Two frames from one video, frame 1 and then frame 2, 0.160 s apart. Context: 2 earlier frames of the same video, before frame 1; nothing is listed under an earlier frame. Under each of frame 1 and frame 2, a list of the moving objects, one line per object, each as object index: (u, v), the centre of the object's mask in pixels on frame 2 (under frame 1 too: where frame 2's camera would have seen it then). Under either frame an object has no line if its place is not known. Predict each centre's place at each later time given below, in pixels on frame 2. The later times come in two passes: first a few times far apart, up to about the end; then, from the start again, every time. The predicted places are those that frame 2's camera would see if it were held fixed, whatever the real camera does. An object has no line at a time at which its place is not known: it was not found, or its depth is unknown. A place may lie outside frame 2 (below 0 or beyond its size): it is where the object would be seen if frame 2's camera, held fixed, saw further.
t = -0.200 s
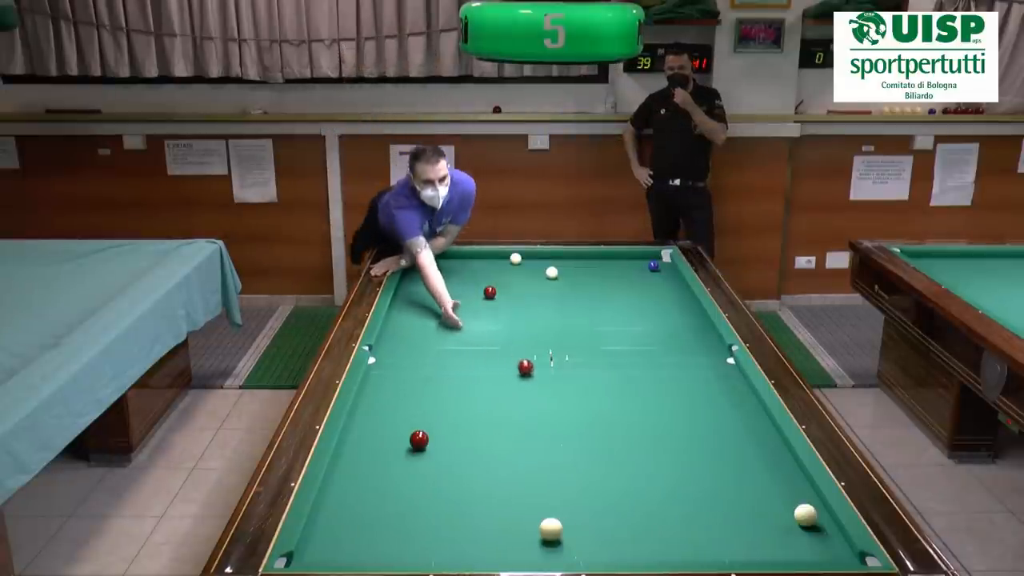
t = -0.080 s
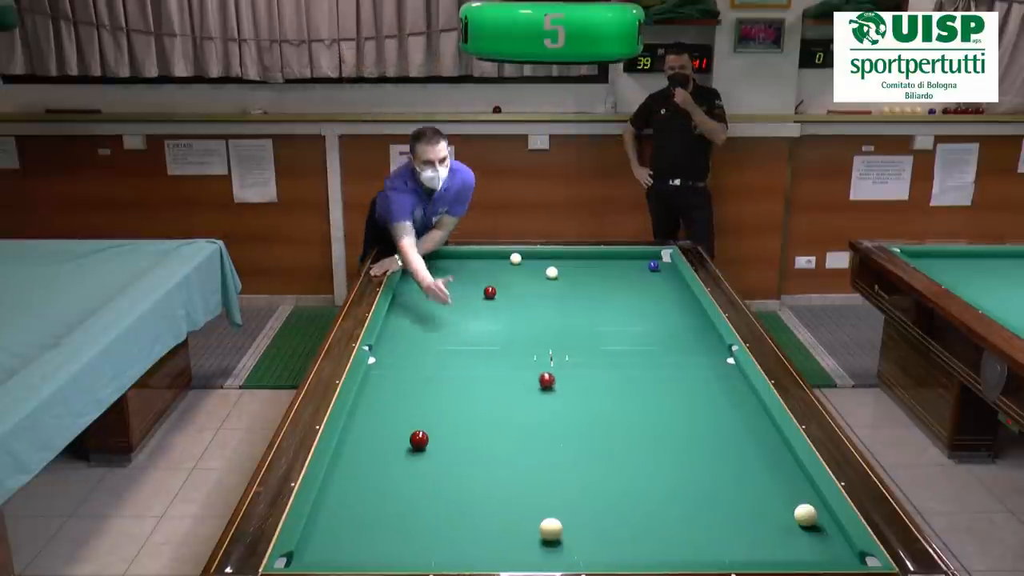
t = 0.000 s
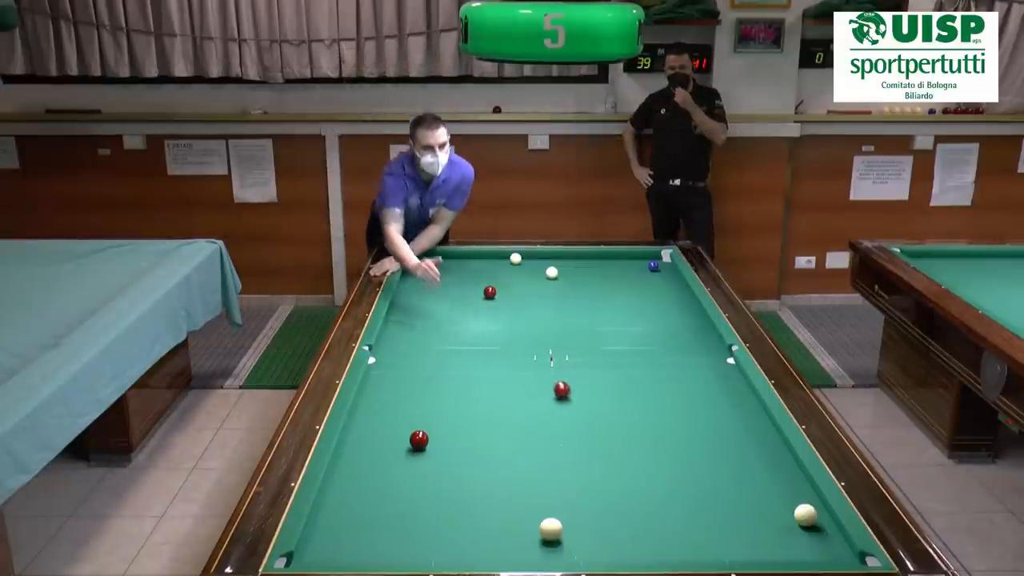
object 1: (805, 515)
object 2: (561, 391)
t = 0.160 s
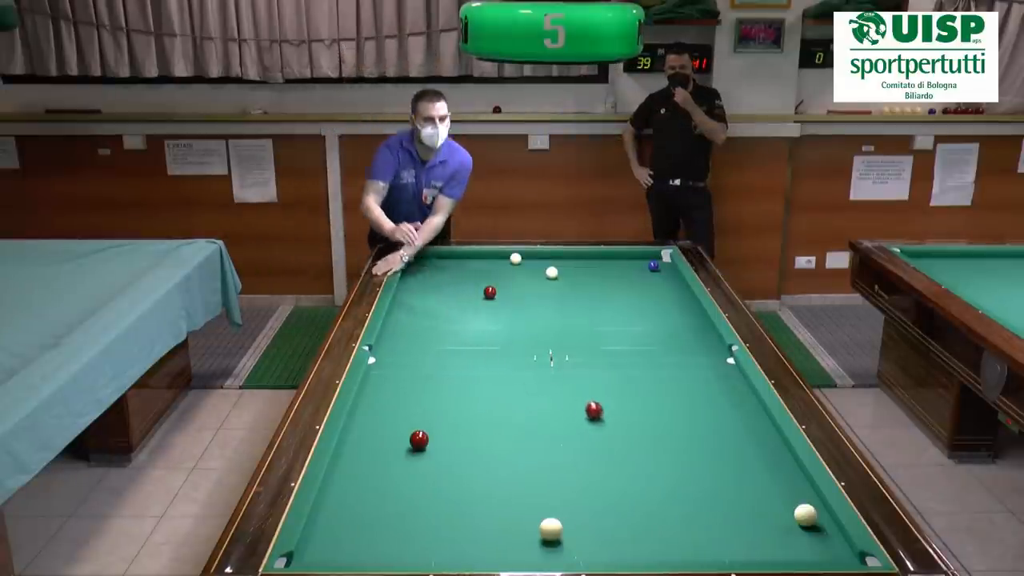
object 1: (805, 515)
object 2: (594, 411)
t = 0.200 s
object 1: (805, 515)
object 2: (602, 416)
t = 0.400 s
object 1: (805, 515)
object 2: (648, 445)
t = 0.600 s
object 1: (805, 515)
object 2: (699, 477)
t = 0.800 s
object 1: (805, 514)
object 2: (757, 514)
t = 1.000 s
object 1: (805, 515)
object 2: (823, 552)
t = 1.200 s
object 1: (805, 515)
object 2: (828, 536)
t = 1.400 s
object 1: (795, 504)
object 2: (812, 526)
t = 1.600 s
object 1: (783, 491)
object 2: (803, 521)
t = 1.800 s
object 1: (771, 478)
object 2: (793, 517)
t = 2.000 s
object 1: (760, 467)
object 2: (784, 512)
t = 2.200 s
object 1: (751, 457)
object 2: (776, 509)
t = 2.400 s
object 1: (741, 447)
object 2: (768, 505)
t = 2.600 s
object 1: (732, 438)
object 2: (761, 502)
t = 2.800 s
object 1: (724, 429)
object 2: (754, 499)
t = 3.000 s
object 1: (716, 421)
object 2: (748, 497)
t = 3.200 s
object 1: (709, 413)
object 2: (743, 494)
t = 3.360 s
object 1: (703, 408)
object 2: (739, 493)
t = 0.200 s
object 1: (805, 515)
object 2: (602, 416)
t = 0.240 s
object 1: (805, 515)
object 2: (611, 421)
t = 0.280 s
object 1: (805, 515)
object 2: (620, 427)
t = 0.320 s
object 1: (805, 515)
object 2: (629, 433)
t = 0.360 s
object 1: (805, 515)
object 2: (638, 439)
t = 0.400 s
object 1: (805, 515)
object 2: (648, 445)
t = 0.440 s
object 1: (805, 515)
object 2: (658, 451)
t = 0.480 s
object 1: (805, 515)
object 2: (668, 457)
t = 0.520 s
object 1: (805, 515)
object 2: (678, 464)
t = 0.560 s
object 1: (805, 515)
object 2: (689, 471)
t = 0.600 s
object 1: (805, 515)
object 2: (699, 477)
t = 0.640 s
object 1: (805, 515)
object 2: (710, 484)
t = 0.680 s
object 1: (805, 515)
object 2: (722, 492)
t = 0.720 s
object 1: (805, 515)
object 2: (733, 499)
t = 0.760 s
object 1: (805, 514)
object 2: (745, 506)
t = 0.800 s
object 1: (805, 514)
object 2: (757, 514)
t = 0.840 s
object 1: (805, 515)
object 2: (769, 522)
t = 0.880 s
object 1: (805, 514)
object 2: (782, 530)
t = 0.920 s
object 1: (805, 515)
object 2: (795, 539)
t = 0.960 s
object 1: (805, 515)
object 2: (809, 547)
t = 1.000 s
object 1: (805, 515)
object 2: (823, 552)
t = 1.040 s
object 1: (805, 515)
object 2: (834, 554)
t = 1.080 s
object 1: (805, 515)
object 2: (835, 551)
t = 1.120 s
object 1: (805, 515)
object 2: (838, 546)
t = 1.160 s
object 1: (805, 515)
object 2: (835, 541)
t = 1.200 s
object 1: (805, 515)
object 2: (828, 536)
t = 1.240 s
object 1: (805, 515)
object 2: (822, 531)
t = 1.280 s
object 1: (803, 513)
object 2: (819, 529)
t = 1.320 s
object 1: (800, 509)
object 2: (817, 528)
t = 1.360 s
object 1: (798, 507)
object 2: (815, 527)
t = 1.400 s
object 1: (795, 504)
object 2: (812, 526)
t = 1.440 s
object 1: (792, 501)
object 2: (810, 525)
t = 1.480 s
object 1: (790, 499)
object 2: (808, 523)
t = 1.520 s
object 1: (787, 496)
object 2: (806, 523)
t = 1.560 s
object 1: (785, 493)
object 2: (805, 522)
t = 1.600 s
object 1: (783, 491)
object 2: (803, 521)
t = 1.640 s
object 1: (780, 488)
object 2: (800, 520)
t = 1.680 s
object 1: (778, 486)
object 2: (799, 519)
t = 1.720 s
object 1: (776, 483)
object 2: (797, 518)
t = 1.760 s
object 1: (774, 481)
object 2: (795, 517)
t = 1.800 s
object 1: (771, 478)
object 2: (793, 517)
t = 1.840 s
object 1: (769, 476)
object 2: (791, 516)
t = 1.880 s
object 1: (767, 474)
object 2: (790, 515)
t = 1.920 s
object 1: (765, 472)
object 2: (788, 514)
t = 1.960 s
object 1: (763, 469)
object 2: (786, 513)
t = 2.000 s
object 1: (760, 467)
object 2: (784, 512)
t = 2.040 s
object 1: (758, 465)
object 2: (783, 512)
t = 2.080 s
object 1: (756, 463)
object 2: (781, 511)
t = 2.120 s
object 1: (754, 461)
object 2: (780, 510)
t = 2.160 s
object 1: (752, 459)
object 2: (778, 509)
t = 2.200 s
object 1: (751, 457)
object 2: (776, 509)
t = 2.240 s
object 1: (748, 455)
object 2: (775, 508)
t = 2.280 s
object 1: (747, 452)
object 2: (773, 507)
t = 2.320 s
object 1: (745, 451)
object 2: (771, 507)
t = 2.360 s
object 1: (743, 449)
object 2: (770, 506)
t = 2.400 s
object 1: (741, 447)
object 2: (768, 505)
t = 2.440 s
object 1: (739, 445)
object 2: (767, 505)
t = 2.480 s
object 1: (737, 443)
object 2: (765, 504)
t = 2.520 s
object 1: (736, 441)
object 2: (764, 503)
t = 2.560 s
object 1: (734, 439)
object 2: (763, 503)
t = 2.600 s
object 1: (732, 438)
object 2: (761, 502)
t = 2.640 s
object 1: (731, 436)
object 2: (760, 502)
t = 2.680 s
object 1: (729, 434)
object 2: (758, 501)
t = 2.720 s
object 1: (727, 432)
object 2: (757, 500)
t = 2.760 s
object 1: (726, 431)
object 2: (756, 500)
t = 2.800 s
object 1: (724, 429)
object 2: (754, 499)
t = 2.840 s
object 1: (722, 427)
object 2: (753, 499)
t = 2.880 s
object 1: (721, 426)
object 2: (752, 498)
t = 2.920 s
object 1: (719, 424)
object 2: (751, 498)
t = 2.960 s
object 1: (718, 423)
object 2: (750, 497)
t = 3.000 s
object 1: (716, 421)
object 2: (748, 497)
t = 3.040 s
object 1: (715, 419)
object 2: (747, 496)
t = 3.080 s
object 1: (713, 418)
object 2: (746, 496)
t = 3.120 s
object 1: (712, 416)
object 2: (745, 495)
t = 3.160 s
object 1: (710, 415)
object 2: (744, 495)
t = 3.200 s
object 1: (709, 413)
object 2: (743, 494)
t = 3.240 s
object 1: (707, 412)
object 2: (742, 494)
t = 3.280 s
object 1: (706, 410)
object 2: (741, 494)
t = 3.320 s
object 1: (705, 409)
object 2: (740, 493)
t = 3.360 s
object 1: (703, 408)
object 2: (739, 493)
